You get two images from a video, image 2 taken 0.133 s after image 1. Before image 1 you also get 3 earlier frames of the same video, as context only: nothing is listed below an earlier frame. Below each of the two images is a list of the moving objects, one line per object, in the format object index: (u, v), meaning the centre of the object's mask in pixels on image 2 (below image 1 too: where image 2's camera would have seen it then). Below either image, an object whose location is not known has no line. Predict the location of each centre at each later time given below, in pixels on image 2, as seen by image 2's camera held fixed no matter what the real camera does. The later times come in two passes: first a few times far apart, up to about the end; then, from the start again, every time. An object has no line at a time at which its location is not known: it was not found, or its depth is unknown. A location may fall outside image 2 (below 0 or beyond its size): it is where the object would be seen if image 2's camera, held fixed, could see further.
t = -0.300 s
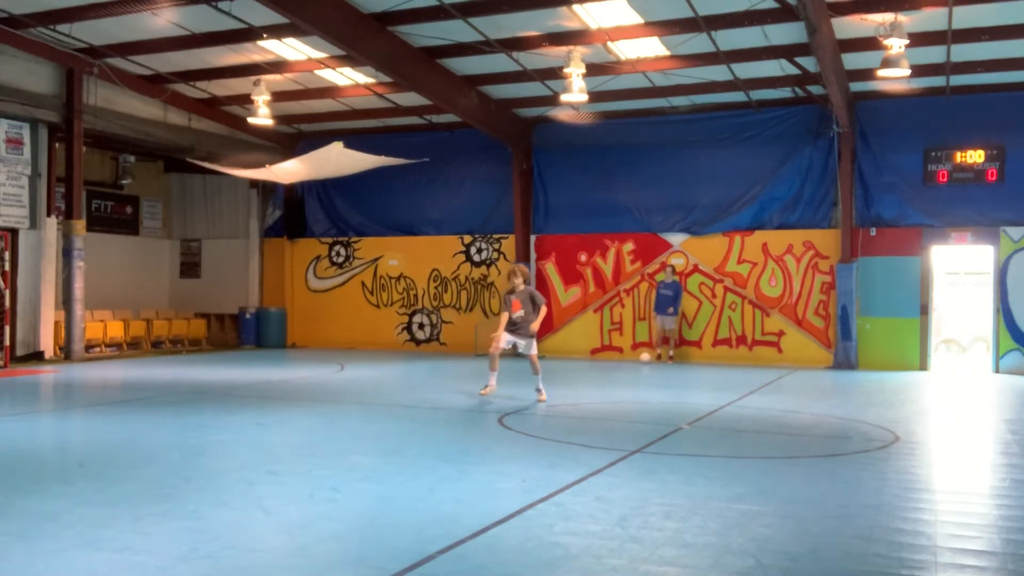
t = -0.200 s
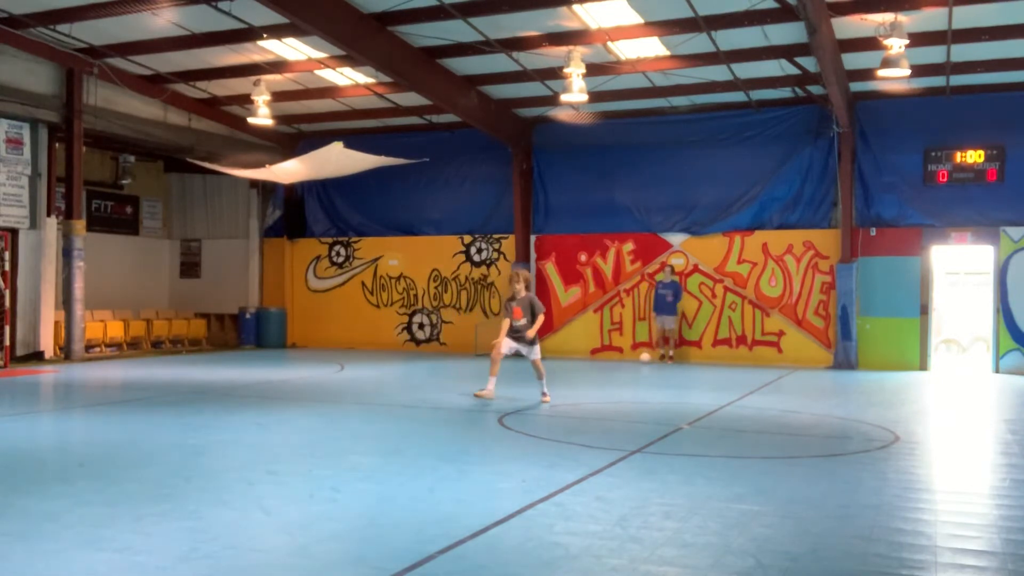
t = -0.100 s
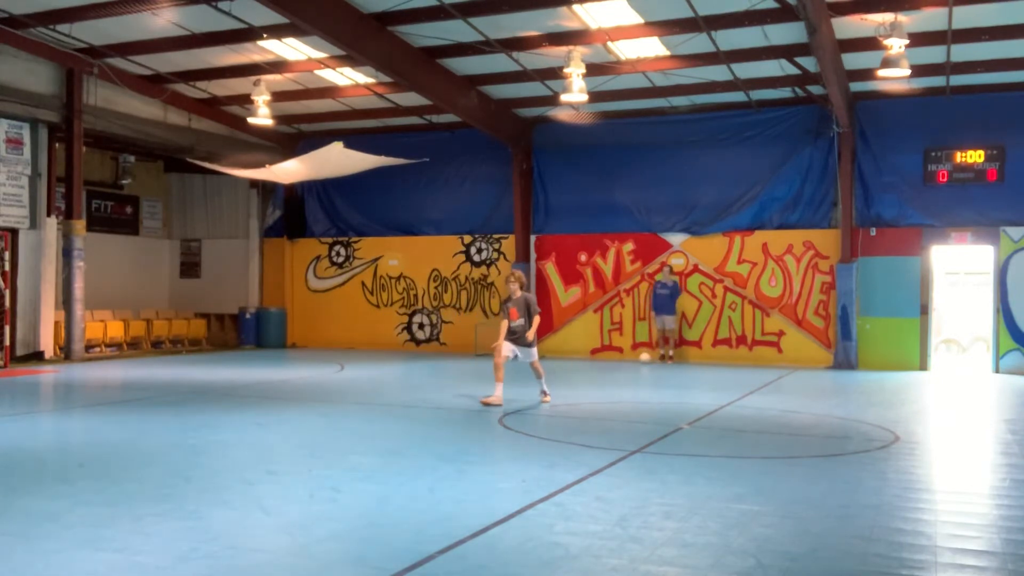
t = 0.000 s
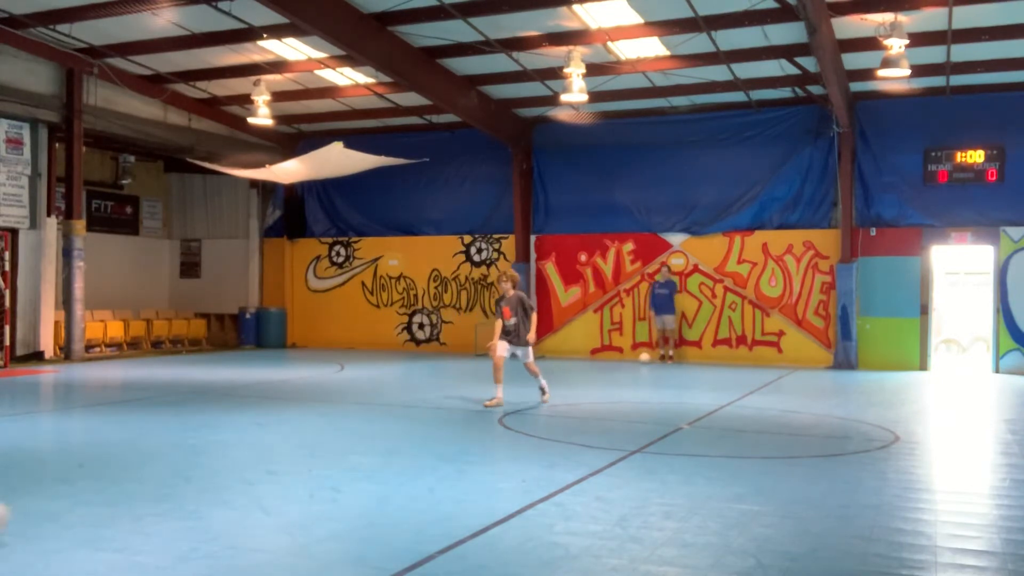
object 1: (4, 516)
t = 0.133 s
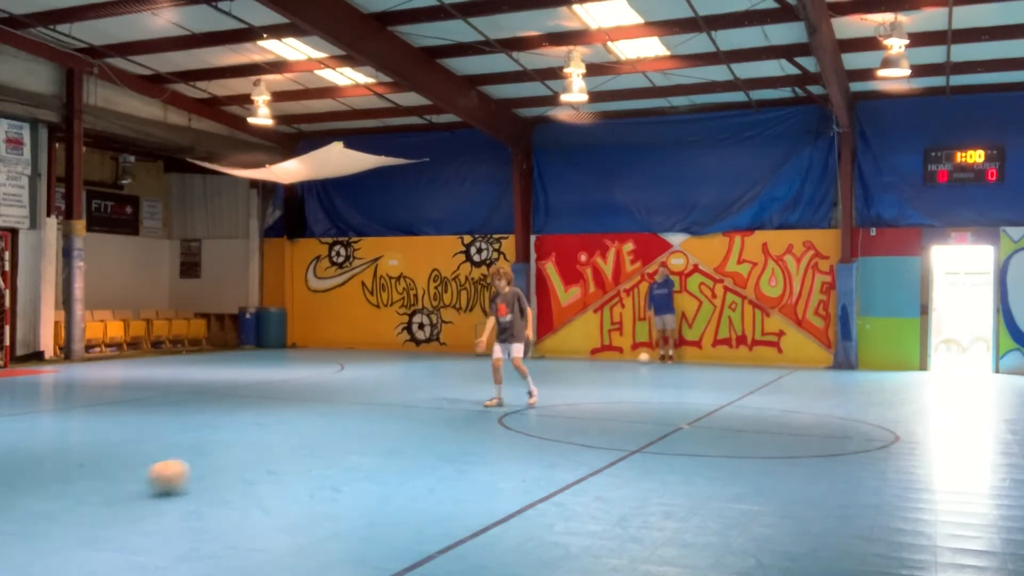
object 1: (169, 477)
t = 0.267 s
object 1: (283, 446)
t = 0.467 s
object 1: (387, 421)
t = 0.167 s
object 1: (202, 467)
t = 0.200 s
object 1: (232, 460)
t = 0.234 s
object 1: (260, 453)
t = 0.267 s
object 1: (283, 446)
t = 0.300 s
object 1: (305, 441)
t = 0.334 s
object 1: (325, 437)
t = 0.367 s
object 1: (342, 431)
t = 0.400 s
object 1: (359, 428)
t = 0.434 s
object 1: (374, 424)
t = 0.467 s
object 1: (387, 421)
